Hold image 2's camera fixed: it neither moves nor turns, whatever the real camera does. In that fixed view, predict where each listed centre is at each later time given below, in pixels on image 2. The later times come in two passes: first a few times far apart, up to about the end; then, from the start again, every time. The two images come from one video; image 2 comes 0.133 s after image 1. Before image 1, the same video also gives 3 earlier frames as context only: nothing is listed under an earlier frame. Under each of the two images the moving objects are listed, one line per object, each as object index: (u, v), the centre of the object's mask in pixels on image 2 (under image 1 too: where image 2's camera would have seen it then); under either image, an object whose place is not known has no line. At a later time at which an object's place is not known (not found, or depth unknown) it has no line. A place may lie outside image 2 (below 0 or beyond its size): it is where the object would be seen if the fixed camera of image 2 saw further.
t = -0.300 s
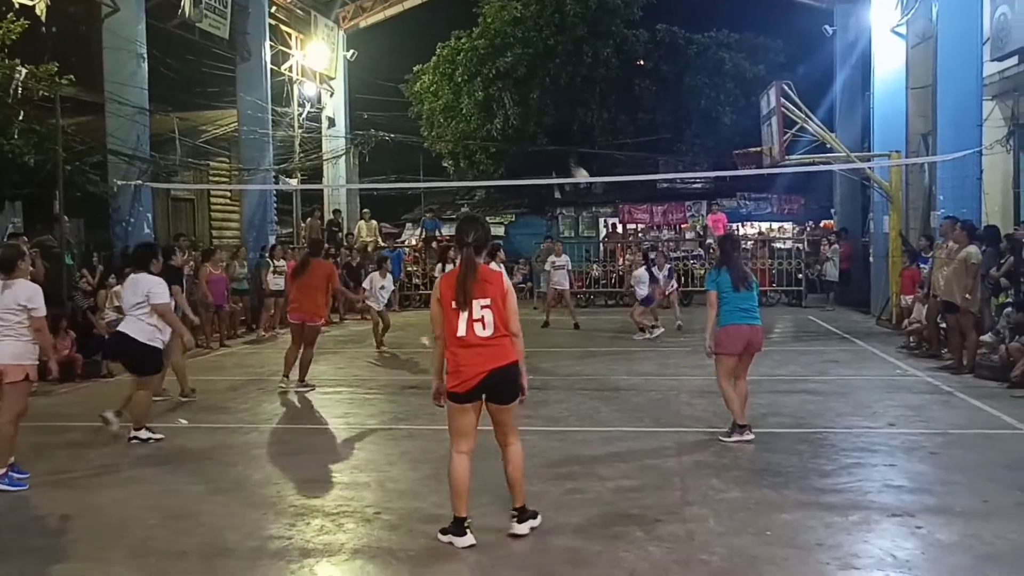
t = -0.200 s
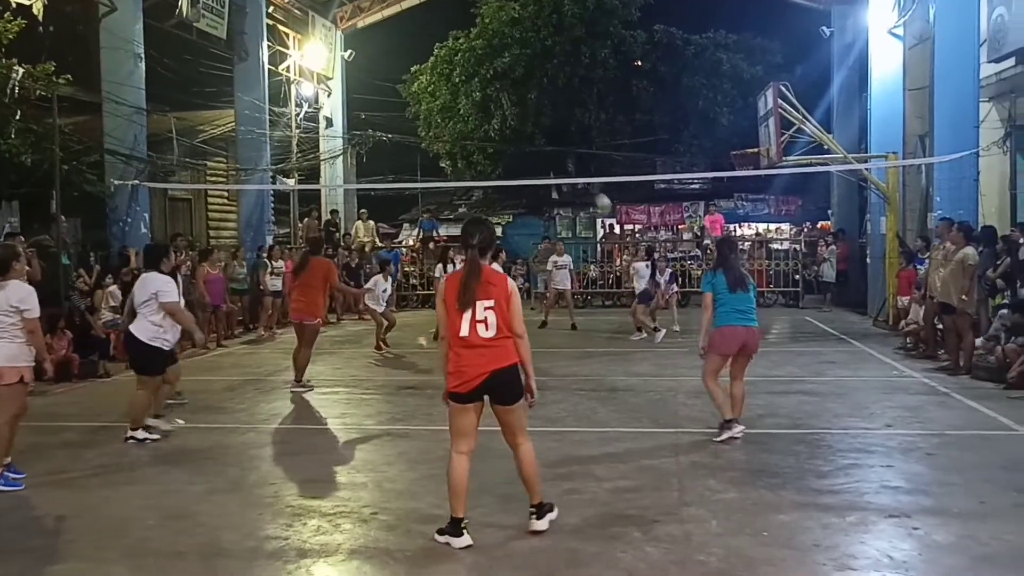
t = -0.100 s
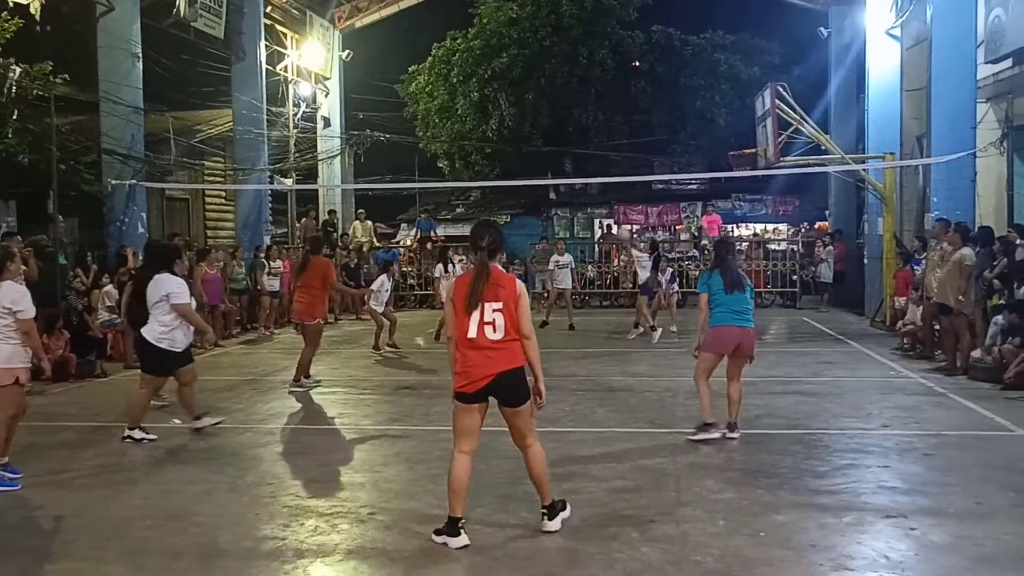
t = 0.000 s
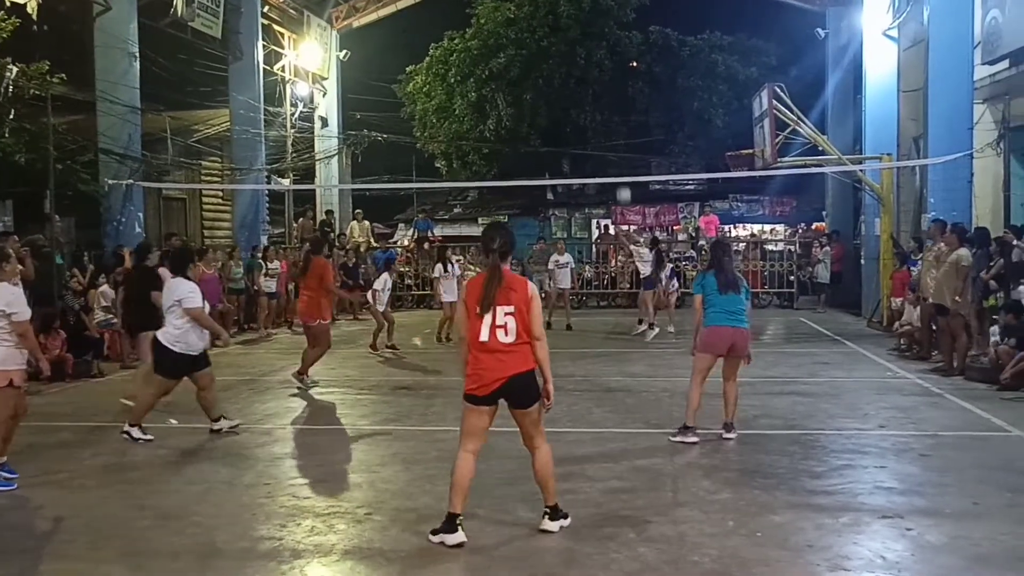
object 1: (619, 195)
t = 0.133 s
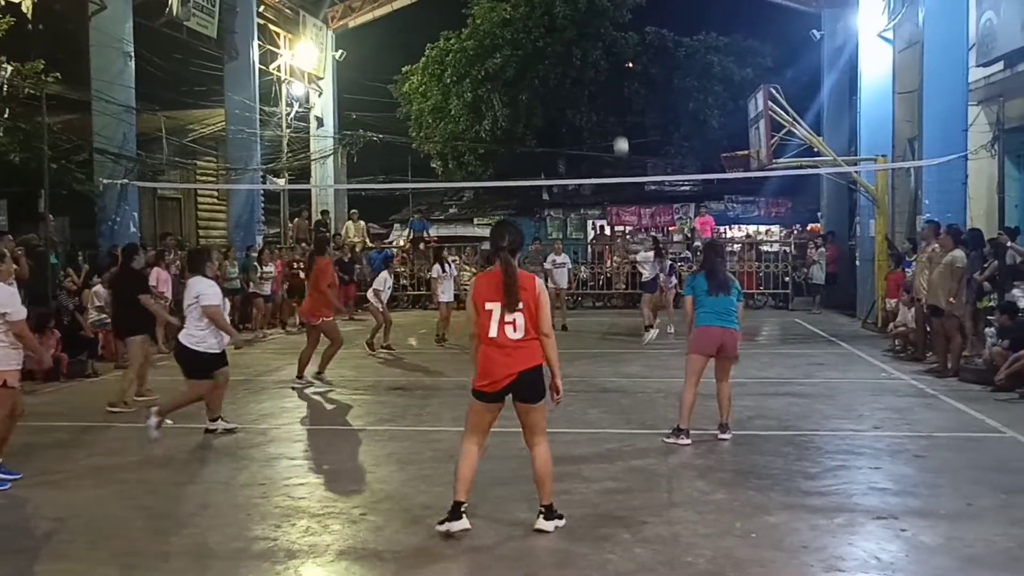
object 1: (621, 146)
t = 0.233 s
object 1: (621, 113)
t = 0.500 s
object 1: (622, 54)
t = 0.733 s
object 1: (624, 45)
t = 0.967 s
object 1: (628, 93)
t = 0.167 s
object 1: (621, 134)
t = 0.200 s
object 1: (621, 124)
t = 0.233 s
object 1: (621, 113)
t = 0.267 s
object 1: (621, 104)
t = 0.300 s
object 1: (621, 95)
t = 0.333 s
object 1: (622, 86)
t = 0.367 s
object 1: (622, 78)
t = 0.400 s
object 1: (622, 71)
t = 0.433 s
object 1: (622, 65)
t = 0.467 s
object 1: (623, 59)
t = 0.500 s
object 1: (622, 54)
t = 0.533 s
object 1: (622, 50)
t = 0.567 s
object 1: (622, 46)
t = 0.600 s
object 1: (622, 44)
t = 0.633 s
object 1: (623, 42)
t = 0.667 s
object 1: (623, 42)
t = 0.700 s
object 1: (624, 42)
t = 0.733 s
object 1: (624, 45)
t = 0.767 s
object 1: (625, 48)
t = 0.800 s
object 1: (625, 52)
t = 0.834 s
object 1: (625, 57)
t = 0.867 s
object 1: (625, 64)
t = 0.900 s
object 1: (626, 72)
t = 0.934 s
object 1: (627, 82)
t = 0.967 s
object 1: (628, 93)
